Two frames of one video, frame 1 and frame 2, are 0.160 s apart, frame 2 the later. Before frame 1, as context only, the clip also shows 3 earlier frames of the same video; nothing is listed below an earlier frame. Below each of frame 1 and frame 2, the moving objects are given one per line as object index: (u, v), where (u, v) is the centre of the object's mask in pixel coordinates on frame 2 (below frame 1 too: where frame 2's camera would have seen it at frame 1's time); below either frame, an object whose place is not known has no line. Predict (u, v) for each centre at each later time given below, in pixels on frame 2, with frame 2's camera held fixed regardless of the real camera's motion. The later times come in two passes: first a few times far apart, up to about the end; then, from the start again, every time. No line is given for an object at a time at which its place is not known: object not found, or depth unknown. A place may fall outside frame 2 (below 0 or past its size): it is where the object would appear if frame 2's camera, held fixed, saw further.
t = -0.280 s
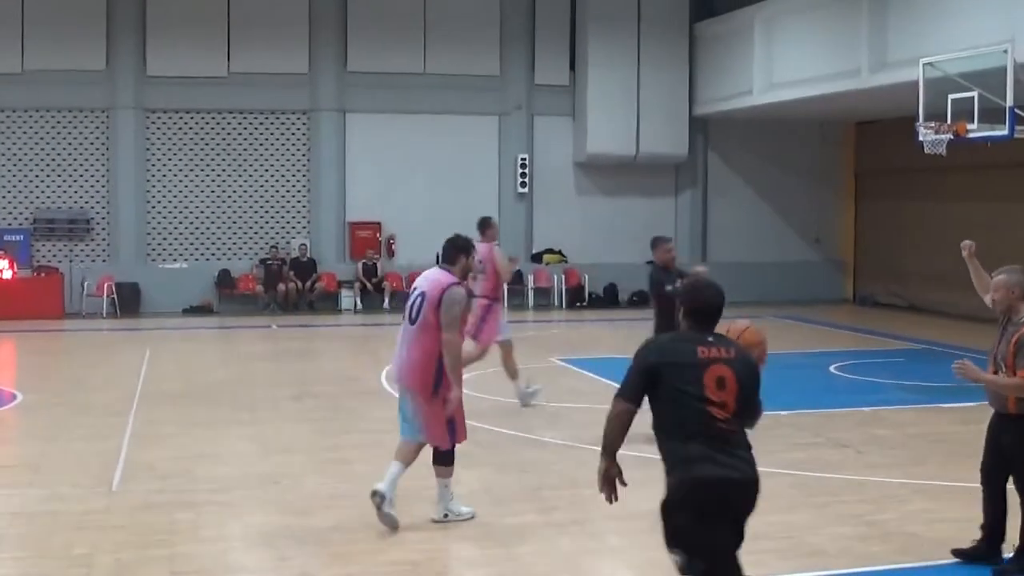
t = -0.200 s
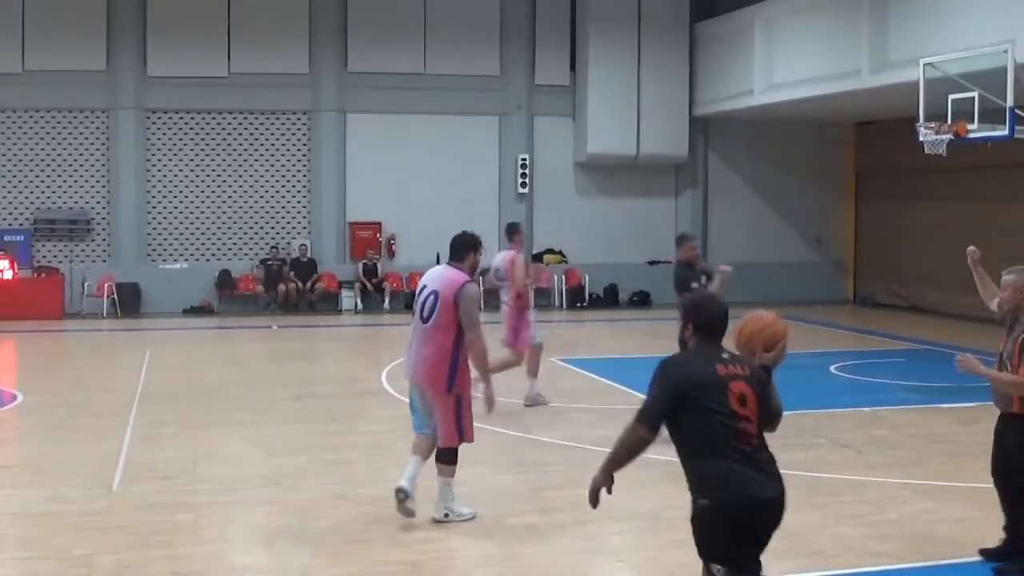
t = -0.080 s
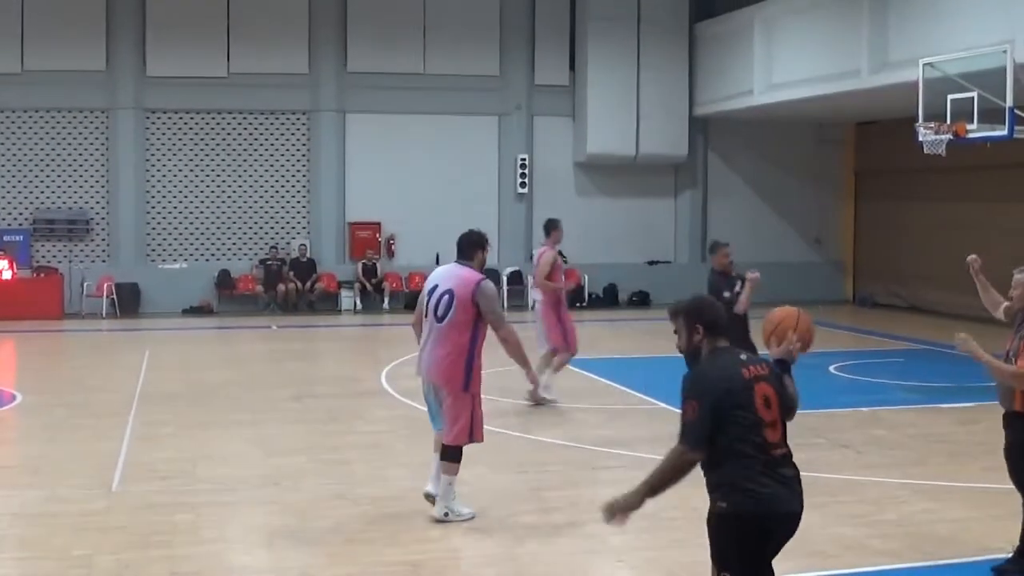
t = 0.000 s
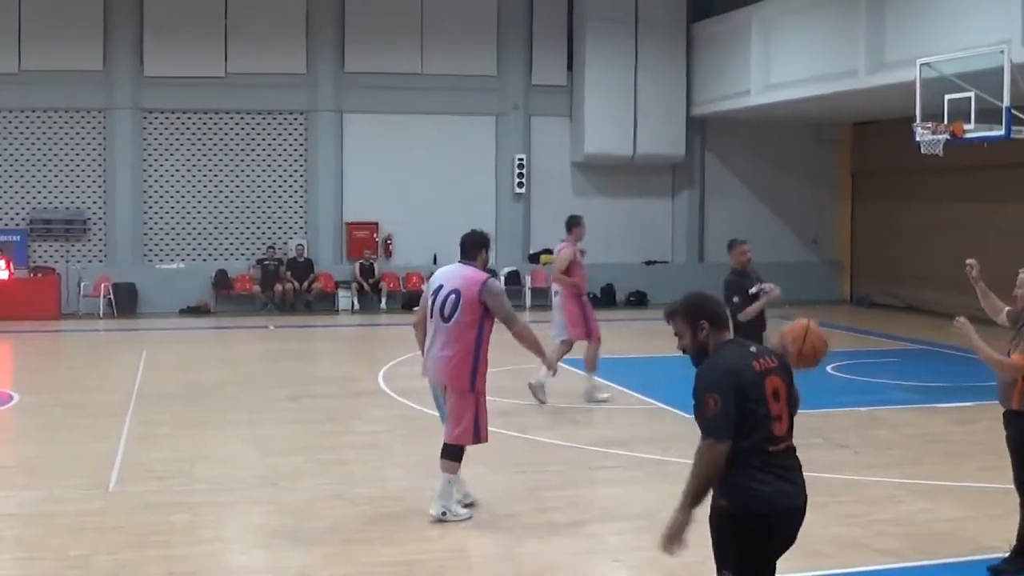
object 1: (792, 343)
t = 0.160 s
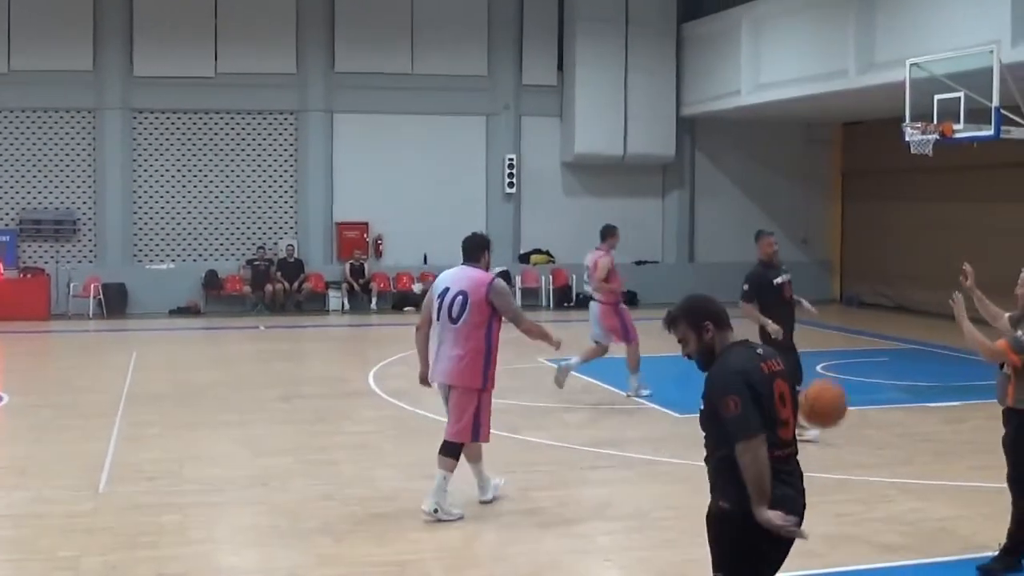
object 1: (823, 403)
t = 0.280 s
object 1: (842, 475)
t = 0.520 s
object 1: (873, 476)
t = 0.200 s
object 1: (830, 425)
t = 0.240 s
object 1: (836, 450)
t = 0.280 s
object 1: (842, 475)
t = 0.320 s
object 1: (848, 504)
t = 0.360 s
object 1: (853, 536)
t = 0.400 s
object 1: (858, 558)
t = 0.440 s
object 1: (863, 529)
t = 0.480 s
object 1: (868, 501)
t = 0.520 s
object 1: (873, 476)
